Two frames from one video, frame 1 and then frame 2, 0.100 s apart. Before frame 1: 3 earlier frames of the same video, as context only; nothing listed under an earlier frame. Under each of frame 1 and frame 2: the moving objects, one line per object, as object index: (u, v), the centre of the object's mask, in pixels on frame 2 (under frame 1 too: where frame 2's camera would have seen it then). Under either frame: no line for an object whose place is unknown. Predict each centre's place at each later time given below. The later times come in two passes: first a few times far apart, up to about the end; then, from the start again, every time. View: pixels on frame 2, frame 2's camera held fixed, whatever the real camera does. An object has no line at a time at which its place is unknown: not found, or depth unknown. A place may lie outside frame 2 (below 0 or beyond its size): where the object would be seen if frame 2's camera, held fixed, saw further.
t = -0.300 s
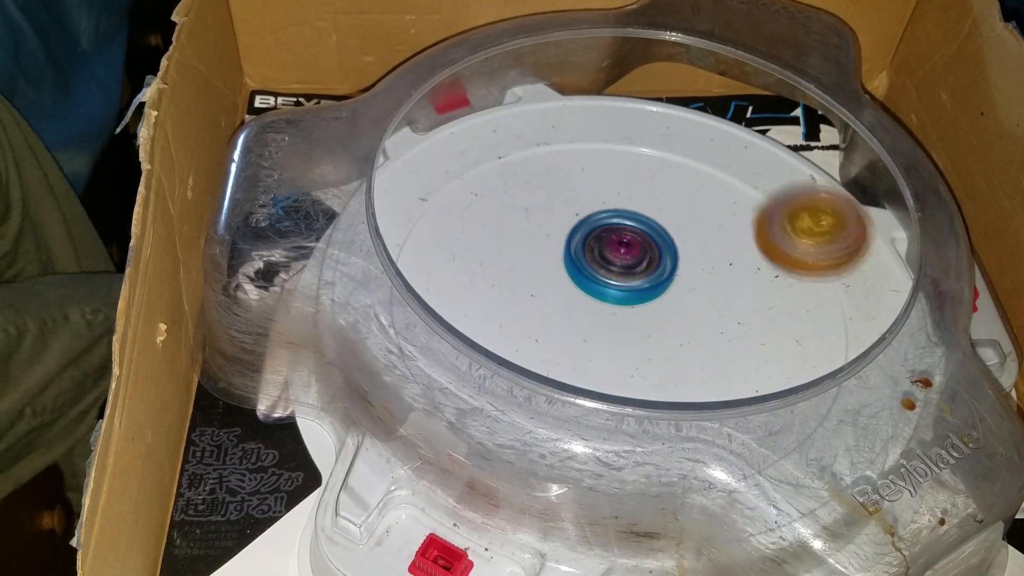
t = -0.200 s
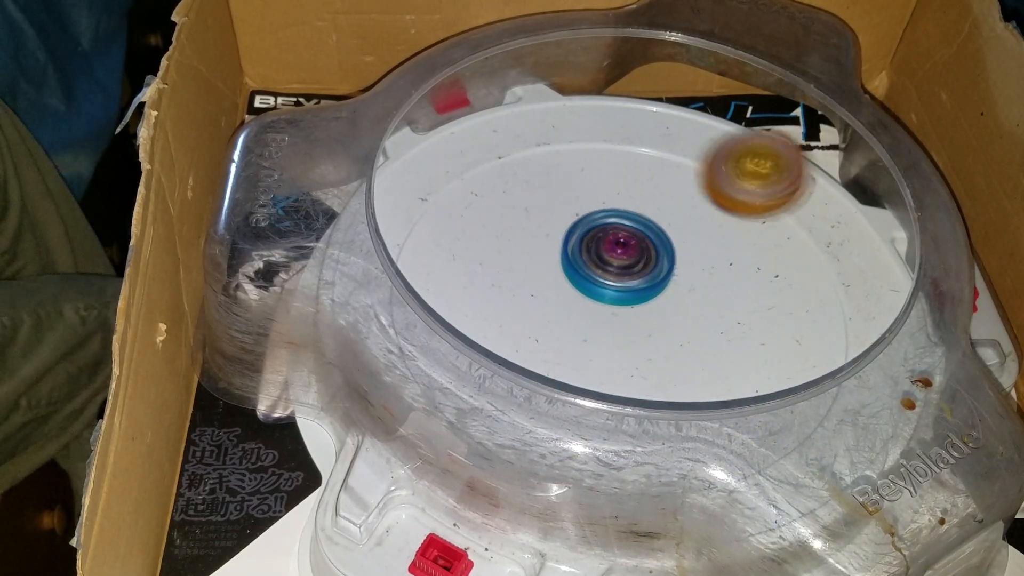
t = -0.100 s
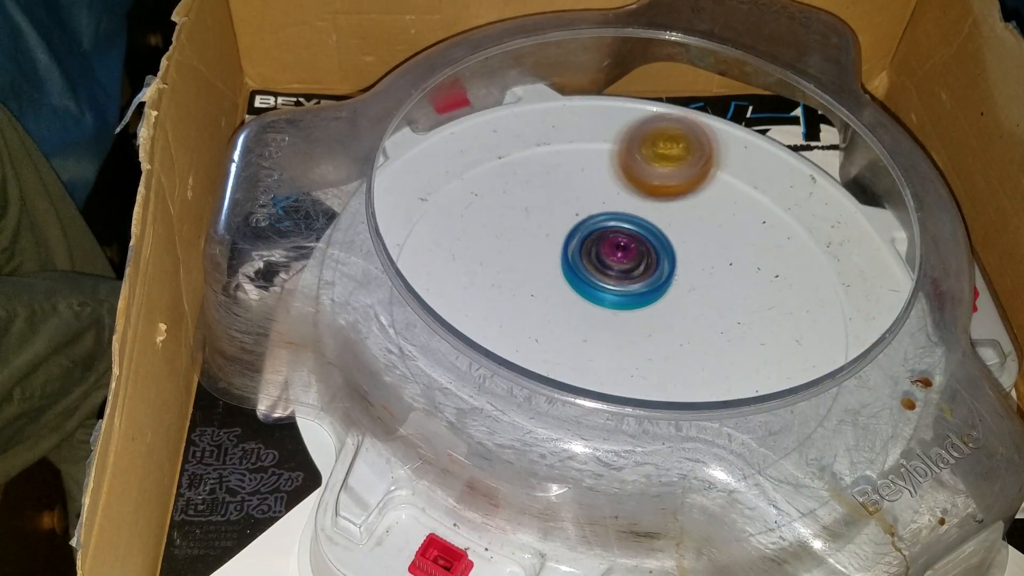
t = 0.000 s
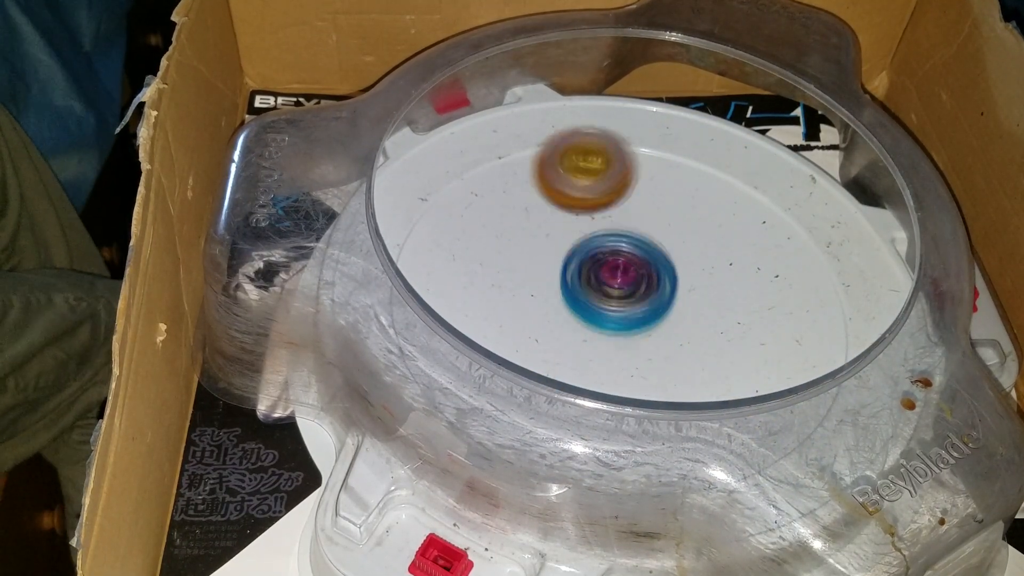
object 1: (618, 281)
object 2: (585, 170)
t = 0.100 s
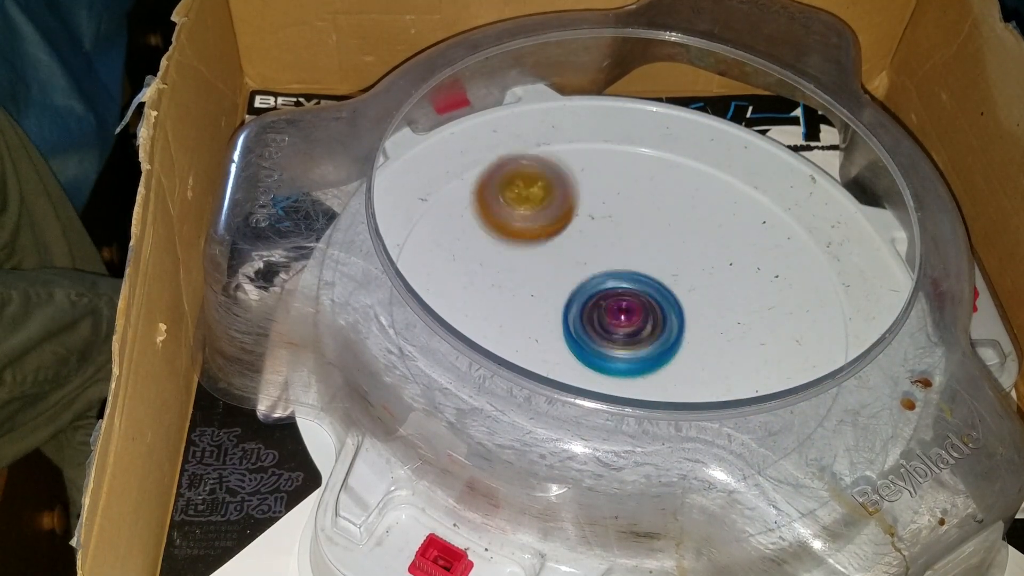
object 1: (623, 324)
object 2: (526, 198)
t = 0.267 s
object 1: (640, 339)
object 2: (521, 312)
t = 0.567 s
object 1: (724, 325)
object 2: (704, 422)
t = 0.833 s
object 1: (690, 258)
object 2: (783, 348)
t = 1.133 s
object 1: (542, 164)
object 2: (761, 395)
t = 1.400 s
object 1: (538, 237)
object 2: (662, 421)
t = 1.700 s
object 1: (553, 283)
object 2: (571, 386)
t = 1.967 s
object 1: (567, 281)
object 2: (572, 395)
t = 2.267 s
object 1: (589, 241)
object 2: (641, 374)
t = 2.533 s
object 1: (580, 216)
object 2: (631, 327)
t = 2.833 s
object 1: (578, 224)
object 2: (613, 320)
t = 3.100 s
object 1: (588, 236)
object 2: (646, 341)
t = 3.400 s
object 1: (588, 251)
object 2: (720, 324)
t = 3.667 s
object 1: (563, 266)
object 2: (702, 306)
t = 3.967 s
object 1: (555, 279)
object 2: (663, 343)
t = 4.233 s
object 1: (547, 265)
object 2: (669, 354)
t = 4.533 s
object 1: (543, 252)
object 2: (704, 315)
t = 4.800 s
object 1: (552, 251)
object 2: (661, 306)
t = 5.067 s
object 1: (577, 266)
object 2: (681, 326)
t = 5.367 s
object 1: (594, 284)
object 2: (716, 330)
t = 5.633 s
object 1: (563, 276)
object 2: (757, 312)
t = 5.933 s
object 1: (540, 272)
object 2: (687, 307)
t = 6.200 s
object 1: (541, 277)
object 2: (696, 322)
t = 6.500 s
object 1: (555, 282)
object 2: (675, 336)
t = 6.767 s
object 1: (575, 292)
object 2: (699, 341)
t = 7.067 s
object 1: (580, 300)
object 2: (722, 333)
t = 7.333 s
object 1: (541, 288)
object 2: (727, 326)
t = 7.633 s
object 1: (551, 294)
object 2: (704, 322)
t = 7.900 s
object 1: (559, 294)
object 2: (679, 286)
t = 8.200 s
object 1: (554, 294)
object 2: (686, 289)
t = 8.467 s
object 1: (562, 302)
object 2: (683, 289)
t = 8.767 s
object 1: (566, 311)
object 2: (673, 284)
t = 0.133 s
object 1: (626, 329)
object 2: (512, 218)
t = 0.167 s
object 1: (630, 332)
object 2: (504, 240)
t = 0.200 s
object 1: (634, 335)
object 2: (503, 263)
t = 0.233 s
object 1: (637, 337)
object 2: (509, 288)
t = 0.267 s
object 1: (640, 339)
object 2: (521, 312)
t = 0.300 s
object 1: (653, 343)
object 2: (529, 329)
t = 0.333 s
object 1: (664, 346)
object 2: (546, 343)
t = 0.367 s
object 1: (677, 347)
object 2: (560, 364)
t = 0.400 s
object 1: (688, 347)
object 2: (580, 378)
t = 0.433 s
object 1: (699, 345)
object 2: (603, 392)
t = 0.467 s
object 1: (708, 341)
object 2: (628, 404)
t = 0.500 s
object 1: (715, 337)
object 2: (653, 408)
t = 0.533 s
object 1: (721, 331)
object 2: (677, 421)
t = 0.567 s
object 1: (724, 325)
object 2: (704, 422)
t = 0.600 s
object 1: (723, 320)
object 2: (733, 418)
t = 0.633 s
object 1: (723, 314)
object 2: (750, 404)
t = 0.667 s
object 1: (720, 301)
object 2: (773, 408)
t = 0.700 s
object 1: (717, 289)
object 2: (787, 397)
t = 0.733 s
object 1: (712, 281)
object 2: (797, 383)
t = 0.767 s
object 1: (708, 275)
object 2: (789, 358)
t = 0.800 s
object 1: (703, 273)
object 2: (787, 347)
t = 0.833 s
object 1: (690, 258)
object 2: (783, 348)
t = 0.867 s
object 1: (666, 227)
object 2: (791, 366)
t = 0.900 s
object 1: (645, 201)
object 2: (797, 383)
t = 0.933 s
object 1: (625, 178)
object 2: (799, 390)
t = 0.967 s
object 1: (607, 162)
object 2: (799, 392)
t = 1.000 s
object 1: (592, 153)
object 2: (792, 393)
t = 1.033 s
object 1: (576, 151)
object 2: (785, 391)
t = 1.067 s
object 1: (562, 153)
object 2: (778, 391)
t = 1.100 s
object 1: (551, 157)
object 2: (770, 392)
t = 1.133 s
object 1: (542, 164)
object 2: (761, 395)
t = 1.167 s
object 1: (535, 172)
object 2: (751, 398)
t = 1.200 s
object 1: (530, 182)
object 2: (739, 403)
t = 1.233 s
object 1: (529, 191)
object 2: (728, 407)
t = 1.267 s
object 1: (529, 200)
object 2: (715, 409)
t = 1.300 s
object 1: (531, 209)
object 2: (702, 411)
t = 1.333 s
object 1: (533, 219)
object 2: (688, 410)
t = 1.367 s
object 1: (536, 228)
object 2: (676, 422)
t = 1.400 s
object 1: (538, 237)
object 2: (662, 421)
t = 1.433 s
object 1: (541, 246)
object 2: (652, 420)
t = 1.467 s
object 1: (544, 253)
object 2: (641, 418)
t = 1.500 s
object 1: (546, 259)
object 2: (630, 417)
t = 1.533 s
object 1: (548, 265)
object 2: (620, 415)
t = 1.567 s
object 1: (550, 269)
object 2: (611, 404)
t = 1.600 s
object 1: (551, 273)
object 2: (601, 402)
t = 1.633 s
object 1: (552, 277)
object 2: (590, 398)
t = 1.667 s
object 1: (552, 280)
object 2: (580, 392)
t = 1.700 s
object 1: (553, 283)
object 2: (571, 386)
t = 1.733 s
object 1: (553, 286)
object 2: (562, 379)
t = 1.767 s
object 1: (554, 286)
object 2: (553, 375)
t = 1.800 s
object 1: (557, 282)
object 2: (547, 379)
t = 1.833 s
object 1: (561, 279)
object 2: (545, 385)
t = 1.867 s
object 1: (564, 278)
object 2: (545, 386)
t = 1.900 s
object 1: (566, 278)
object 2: (549, 398)
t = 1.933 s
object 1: (567, 279)
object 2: (559, 401)
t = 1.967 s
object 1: (567, 281)
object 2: (572, 395)
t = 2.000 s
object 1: (568, 282)
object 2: (582, 392)
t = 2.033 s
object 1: (569, 284)
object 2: (591, 381)
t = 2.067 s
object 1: (570, 282)
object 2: (596, 365)
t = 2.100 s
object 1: (571, 271)
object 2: (600, 367)
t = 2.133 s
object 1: (573, 258)
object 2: (603, 379)
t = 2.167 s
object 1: (577, 249)
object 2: (609, 383)
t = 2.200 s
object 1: (582, 244)
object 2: (619, 386)
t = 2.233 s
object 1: (586, 241)
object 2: (630, 385)
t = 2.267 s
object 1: (589, 241)
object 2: (641, 374)
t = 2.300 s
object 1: (589, 242)
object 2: (649, 370)
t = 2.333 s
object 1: (589, 242)
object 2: (653, 363)
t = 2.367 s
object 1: (589, 243)
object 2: (655, 351)
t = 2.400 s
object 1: (588, 244)
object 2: (651, 337)
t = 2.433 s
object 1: (587, 243)
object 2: (644, 325)
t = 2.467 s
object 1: (584, 232)
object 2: (640, 325)
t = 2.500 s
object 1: (580, 221)
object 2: (635, 327)
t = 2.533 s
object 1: (580, 216)
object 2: (631, 327)
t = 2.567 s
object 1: (578, 215)
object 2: (629, 327)
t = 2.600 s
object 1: (577, 215)
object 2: (626, 328)
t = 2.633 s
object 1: (576, 215)
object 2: (624, 327)
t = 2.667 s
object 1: (576, 216)
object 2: (621, 327)
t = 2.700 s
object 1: (576, 217)
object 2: (619, 326)
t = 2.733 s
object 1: (577, 219)
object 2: (618, 326)
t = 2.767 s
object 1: (577, 220)
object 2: (617, 324)
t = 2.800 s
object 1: (577, 222)
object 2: (615, 321)
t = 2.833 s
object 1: (578, 224)
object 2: (613, 320)
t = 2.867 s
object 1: (579, 226)
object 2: (611, 318)
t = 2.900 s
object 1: (579, 227)
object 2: (611, 316)
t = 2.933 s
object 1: (581, 226)
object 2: (610, 321)
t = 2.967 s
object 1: (582, 226)
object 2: (613, 327)
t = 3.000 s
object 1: (583, 228)
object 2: (618, 333)
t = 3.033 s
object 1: (585, 231)
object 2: (626, 338)
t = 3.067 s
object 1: (586, 233)
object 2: (636, 341)
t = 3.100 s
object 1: (588, 236)
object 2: (646, 341)
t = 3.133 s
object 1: (589, 239)
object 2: (654, 339)
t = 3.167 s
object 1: (591, 242)
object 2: (661, 335)
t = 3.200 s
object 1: (593, 246)
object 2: (667, 328)
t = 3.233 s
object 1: (593, 248)
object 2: (672, 323)
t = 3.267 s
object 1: (589, 243)
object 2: (682, 325)
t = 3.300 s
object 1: (587, 243)
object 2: (691, 326)
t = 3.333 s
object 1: (587, 245)
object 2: (702, 328)
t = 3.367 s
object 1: (588, 247)
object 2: (712, 327)
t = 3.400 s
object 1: (588, 251)
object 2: (720, 324)
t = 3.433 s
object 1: (589, 255)
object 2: (726, 320)
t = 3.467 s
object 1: (589, 259)
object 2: (727, 313)
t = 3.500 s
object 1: (590, 263)
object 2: (723, 306)
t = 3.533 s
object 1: (590, 267)
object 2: (716, 301)
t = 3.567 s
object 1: (589, 268)
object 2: (707, 298)
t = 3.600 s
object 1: (576, 266)
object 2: (707, 300)
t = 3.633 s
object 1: (567, 265)
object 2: (704, 303)
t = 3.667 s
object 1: (563, 266)
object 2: (702, 306)
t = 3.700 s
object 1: (561, 269)
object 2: (698, 308)
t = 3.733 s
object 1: (559, 271)
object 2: (694, 311)
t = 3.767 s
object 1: (558, 272)
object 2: (689, 315)
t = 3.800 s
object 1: (556, 274)
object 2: (683, 318)
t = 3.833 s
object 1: (555, 275)
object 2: (678, 323)
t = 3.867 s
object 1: (555, 276)
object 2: (673, 329)
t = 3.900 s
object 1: (555, 277)
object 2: (668, 333)
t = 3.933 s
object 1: (555, 278)
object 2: (665, 338)
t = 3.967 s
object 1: (555, 279)
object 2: (663, 343)
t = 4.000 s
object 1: (556, 279)
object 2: (662, 347)
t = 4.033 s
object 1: (556, 279)
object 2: (661, 349)
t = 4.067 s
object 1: (557, 279)
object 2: (661, 348)
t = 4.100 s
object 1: (557, 279)
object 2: (659, 347)
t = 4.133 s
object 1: (558, 279)
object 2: (658, 347)
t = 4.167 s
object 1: (559, 280)
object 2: (656, 346)
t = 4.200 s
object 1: (557, 278)
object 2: (656, 346)
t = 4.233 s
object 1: (547, 265)
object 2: (669, 354)
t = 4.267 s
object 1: (541, 257)
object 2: (680, 358)
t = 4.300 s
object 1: (539, 252)
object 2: (692, 360)
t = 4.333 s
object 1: (538, 251)
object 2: (704, 360)
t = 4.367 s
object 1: (538, 250)
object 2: (714, 356)
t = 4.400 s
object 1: (538, 250)
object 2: (721, 351)
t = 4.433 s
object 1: (538, 250)
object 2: (724, 342)
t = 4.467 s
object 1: (539, 250)
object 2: (721, 333)
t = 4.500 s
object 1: (541, 251)
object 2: (715, 323)
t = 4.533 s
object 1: (543, 252)
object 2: (704, 315)
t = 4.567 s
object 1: (545, 253)
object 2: (694, 309)
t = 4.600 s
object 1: (547, 253)
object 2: (681, 303)
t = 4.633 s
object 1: (550, 254)
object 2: (669, 298)
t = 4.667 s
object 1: (550, 253)
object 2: (661, 298)
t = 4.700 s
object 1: (546, 249)
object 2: (660, 299)
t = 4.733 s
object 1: (546, 249)
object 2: (661, 302)
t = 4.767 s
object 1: (548, 250)
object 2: (660, 303)
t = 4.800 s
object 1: (552, 251)
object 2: (661, 306)
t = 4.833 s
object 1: (555, 253)
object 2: (660, 307)
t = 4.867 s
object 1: (558, 255)
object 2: (661, 309)
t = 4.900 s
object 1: (561, 257)
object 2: (664, 314)
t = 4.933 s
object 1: (565, 259)
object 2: (666, 317)
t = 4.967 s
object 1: (569, 261)
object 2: (669, 319)
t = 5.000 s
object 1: (571, 261)
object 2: (672, 322)
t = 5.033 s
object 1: (574, 263)
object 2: (677, 325)
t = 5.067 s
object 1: (577, 266)
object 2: (681, 326)
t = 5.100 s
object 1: (580, 268)
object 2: (684, 327)
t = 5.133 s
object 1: (583, 270)
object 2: (687, 328)
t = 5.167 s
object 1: (584, 271)
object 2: (691, 331)
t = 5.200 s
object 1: (586, 273)
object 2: (697, 332)
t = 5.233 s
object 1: (589, 276)
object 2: (702, 333)
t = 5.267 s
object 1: (591, 279)
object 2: (707, 332)
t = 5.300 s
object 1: (593, 282)
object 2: (709, 331)
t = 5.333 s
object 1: (596, 285)
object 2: (710, 329)
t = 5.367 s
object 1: (594, 284)
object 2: (716, 330)
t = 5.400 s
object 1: (581, 277)
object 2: (729, 332)
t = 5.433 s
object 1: (572, 273)
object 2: (741, 334)
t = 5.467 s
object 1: (568, 270)
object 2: (750, 333)
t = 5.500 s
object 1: (567, 270)
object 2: (758, 331)
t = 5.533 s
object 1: (566, 272)
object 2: (764, 327)
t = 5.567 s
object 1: (565, 273)
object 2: (766, 323)
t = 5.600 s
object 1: (564, 274)
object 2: (765, 317)
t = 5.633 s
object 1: (563, 276)
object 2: (757, 312)
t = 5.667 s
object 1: (562, 277)
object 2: (748, 308)
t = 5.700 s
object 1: (561, 278)
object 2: (736, 305)
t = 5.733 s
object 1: (561, 279)
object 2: (723, 302)
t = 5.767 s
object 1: (561, 280)
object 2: (712, 302)
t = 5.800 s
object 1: (560, 281)
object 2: (699, 300)
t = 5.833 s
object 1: (560, 280)
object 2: (687, 300)
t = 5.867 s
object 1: (560, 280)
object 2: (679, 300)
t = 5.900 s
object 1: (548, 275)
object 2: (683, 305)
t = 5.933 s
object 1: (540, 272)
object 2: (687, 307)
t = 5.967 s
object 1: (537, 271)
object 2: (689, 308)
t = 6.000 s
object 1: (537, 272)
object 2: (692, 310)
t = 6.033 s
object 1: (538, 273)
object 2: (694, 313)
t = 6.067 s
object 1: (538, 274)
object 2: (697, 317)
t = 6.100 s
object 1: (538, 275)
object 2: (698, 318)
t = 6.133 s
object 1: (539, 275)
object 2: (699, 321)
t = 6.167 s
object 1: (540, 276)
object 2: (698, 320)
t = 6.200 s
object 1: (541, 277)
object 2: (696, 322)
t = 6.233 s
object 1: (542, 277)
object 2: (691, 322)
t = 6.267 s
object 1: (544, 279)
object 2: (688, 321)
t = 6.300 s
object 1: (546, 280)
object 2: (684, 322)
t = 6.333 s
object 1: (549, 280)
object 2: (678, 322)
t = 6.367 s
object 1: (551, 282)
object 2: (671, 323)
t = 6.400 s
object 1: (554, 283)
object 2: (665, 324)
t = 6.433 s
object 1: (551, 280)
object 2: (666, 329)
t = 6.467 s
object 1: (552, 279)
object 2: (669, 331)
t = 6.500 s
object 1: (555, 282)
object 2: (675, 336)
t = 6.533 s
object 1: (559, 283)
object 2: (681, 340)
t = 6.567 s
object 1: (562, 285)
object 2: (684, 342)
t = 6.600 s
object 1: (565, 287)
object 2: (689, 343)
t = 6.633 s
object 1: (569, 288)
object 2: (692, 343)
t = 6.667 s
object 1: (572, 290)
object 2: (694, 342)
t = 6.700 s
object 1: (575, 292)
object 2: (696, 340)
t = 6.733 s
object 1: (578, 294)
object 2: (693, 339)
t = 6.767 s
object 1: (575, 292)
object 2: (699, 341)
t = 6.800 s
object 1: (573, 289)
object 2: (701, 343)
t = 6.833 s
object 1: (573, 289)
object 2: (705, 342)
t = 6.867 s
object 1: (573, 289)
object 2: (712, 343)
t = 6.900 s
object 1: (572, 290)
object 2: (720, 345)
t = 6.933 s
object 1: (575, 291)
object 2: (724, 344)
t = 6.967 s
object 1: (577, 293)
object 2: (728, 342)
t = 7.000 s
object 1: (577, 295)
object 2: (728, 340)
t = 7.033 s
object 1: (579, 298)
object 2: (727, 338)
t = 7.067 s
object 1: (580, 300)
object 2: (722, 333)
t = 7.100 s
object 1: (581, 302)
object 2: (720, 330)
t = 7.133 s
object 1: (583, 304)
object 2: (714, 327)
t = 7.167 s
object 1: (583, 306)
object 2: (708, 323)
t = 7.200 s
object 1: (566, 299)
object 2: (722, 330)
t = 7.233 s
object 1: (553, 293)
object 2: (725, 333)
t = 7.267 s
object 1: (545, 289)
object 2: (725, 332)
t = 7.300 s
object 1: (542, 288)
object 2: (725, 328)
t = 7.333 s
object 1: (541, 288)
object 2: (727, 326)
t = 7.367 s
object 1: (541, 289)
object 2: (731, 328)
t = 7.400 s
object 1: (542, 290)
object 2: (729, 331)
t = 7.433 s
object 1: (543, 290)
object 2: (724, 331)
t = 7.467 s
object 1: (545, 290)
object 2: (720, 330)
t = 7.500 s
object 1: (548, 291)
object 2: (717, 330)
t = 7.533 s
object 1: (550, 292)
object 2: (714, 329)
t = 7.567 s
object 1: (551, 293)
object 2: (712, 328)
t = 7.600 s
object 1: (551, 294)
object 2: (708, 325)
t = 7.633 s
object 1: (551, 294)
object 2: (704, 322)
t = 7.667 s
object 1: (552, 294)
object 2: (702, 320)
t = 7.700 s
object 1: (554, 295)
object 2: (700, 316)
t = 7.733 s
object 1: (555, 295)
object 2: (697, 312)
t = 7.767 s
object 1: (556, 295)
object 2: (692, 307)
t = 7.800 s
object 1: (559, 295)
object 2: (687, 302)
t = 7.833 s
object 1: (561, 296)
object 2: (682, 297)
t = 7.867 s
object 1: (564, 296)
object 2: (674, 290)
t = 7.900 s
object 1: (559, 294)
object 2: (679, 286)
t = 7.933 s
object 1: (554, 292)
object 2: (681, 282)
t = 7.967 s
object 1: (555, 292)
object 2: (683, 283)
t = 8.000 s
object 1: (557, 293)
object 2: (682, 282)
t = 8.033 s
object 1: (559, 295)
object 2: (683, 282)
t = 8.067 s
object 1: (561, 295)
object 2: (683, 284)
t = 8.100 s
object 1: (563, 296)
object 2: (680, 286)
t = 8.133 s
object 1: (565, 297)
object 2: (677, 287)
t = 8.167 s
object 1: (559, 296)
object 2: (682, 288)
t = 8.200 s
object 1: (554, 294)
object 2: (686, 289)
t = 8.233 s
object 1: (553, 294)
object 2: (688, 289)
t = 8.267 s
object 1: (554, 295)
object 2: (689, 289)
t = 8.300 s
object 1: (556, 297)
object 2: (691, 289)
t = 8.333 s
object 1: (556, 297)
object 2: (690, 289)
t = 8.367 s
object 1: (557, 298)
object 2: (689, 289)
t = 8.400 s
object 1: (559, 299)
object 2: (687, 289)
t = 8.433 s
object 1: (560, 301)
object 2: (685, 289)
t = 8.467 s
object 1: (562, 302)
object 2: (683, 289)
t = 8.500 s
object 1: (563, 303)
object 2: (680, 289)
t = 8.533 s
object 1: (560, 304)
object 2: (680, 289)
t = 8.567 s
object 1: (559, 304)
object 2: (679, 289)
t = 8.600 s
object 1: (562, 305)
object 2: (677, 288)
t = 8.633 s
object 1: (562, 307)
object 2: (675, 287)
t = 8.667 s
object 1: (562, 307)
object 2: (674, 286)
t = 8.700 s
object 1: (565, 308)
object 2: (674, 286)
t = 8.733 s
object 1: (565, 310)
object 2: (674, 285)
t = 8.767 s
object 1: (566, 311)
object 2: (673, 284)
